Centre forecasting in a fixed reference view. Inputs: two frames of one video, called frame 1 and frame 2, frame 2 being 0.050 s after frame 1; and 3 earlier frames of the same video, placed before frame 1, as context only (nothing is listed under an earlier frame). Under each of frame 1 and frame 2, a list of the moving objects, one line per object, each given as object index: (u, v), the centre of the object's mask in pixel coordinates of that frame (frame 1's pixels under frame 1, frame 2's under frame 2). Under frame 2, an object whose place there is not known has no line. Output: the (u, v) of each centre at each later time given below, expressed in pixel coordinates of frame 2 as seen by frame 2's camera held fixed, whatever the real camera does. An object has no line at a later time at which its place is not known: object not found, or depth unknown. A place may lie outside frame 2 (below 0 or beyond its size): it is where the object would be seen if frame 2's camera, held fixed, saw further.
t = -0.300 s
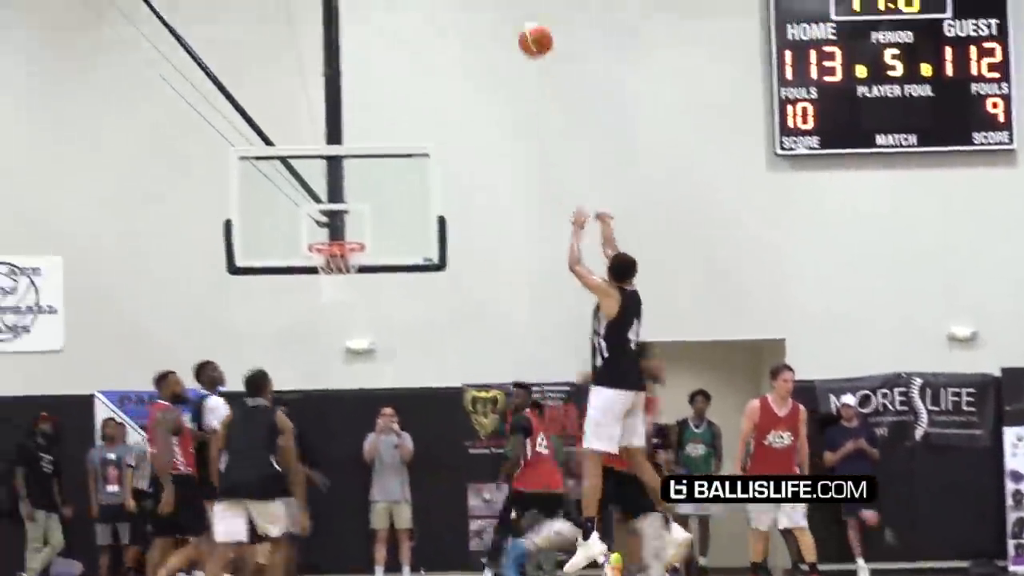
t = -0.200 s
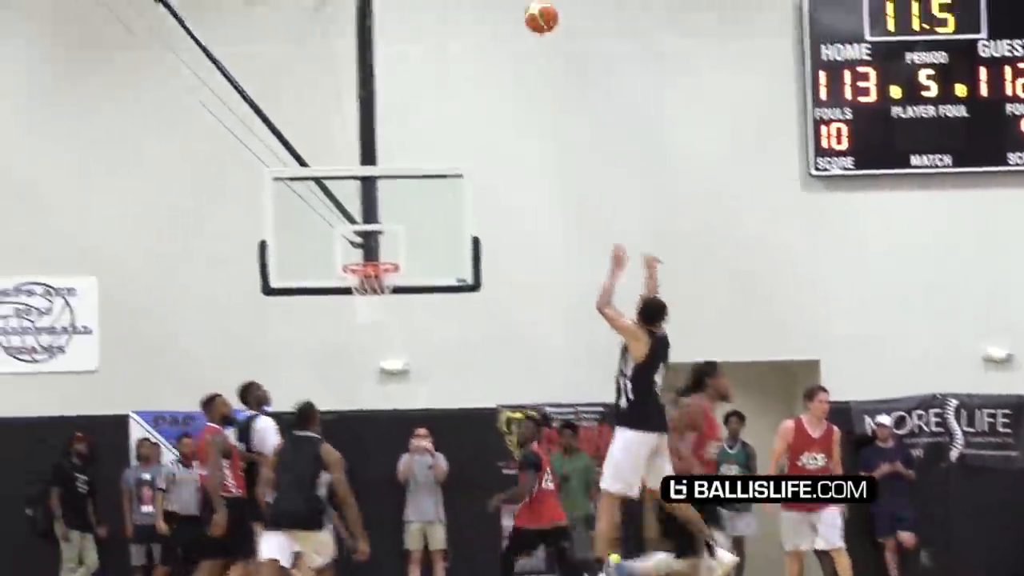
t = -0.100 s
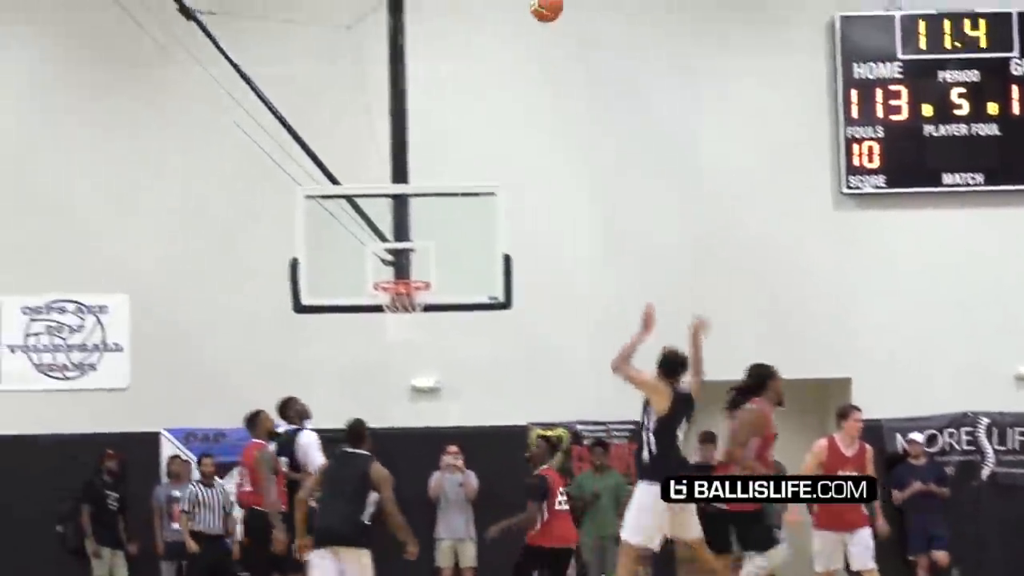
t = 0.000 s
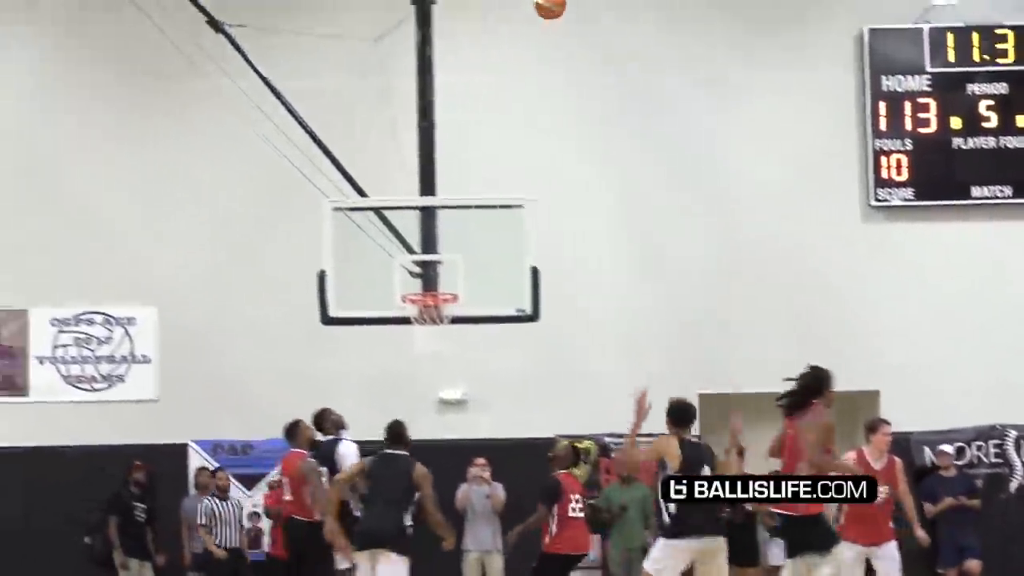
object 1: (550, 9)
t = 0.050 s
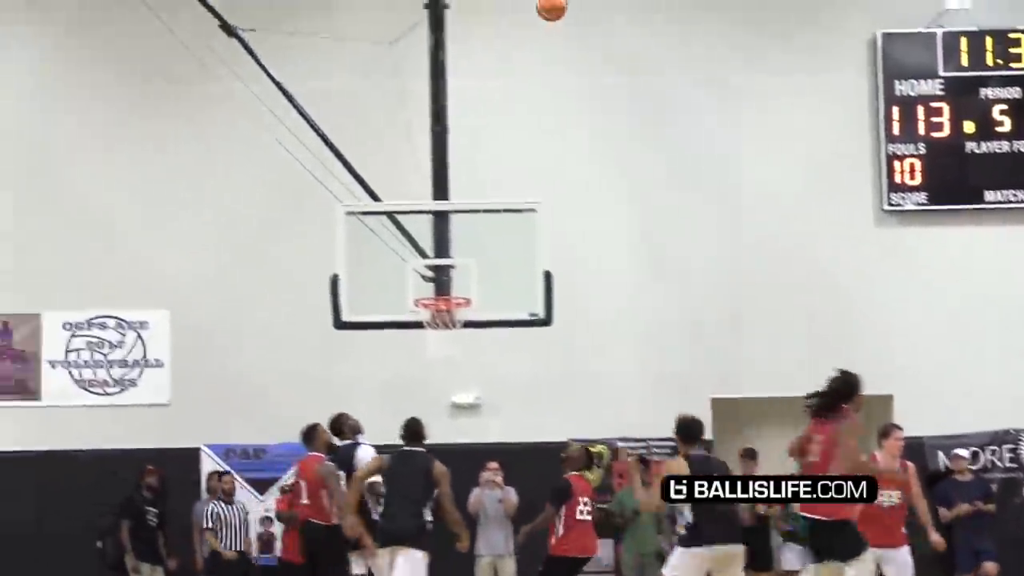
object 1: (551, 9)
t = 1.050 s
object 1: (267, 316)
